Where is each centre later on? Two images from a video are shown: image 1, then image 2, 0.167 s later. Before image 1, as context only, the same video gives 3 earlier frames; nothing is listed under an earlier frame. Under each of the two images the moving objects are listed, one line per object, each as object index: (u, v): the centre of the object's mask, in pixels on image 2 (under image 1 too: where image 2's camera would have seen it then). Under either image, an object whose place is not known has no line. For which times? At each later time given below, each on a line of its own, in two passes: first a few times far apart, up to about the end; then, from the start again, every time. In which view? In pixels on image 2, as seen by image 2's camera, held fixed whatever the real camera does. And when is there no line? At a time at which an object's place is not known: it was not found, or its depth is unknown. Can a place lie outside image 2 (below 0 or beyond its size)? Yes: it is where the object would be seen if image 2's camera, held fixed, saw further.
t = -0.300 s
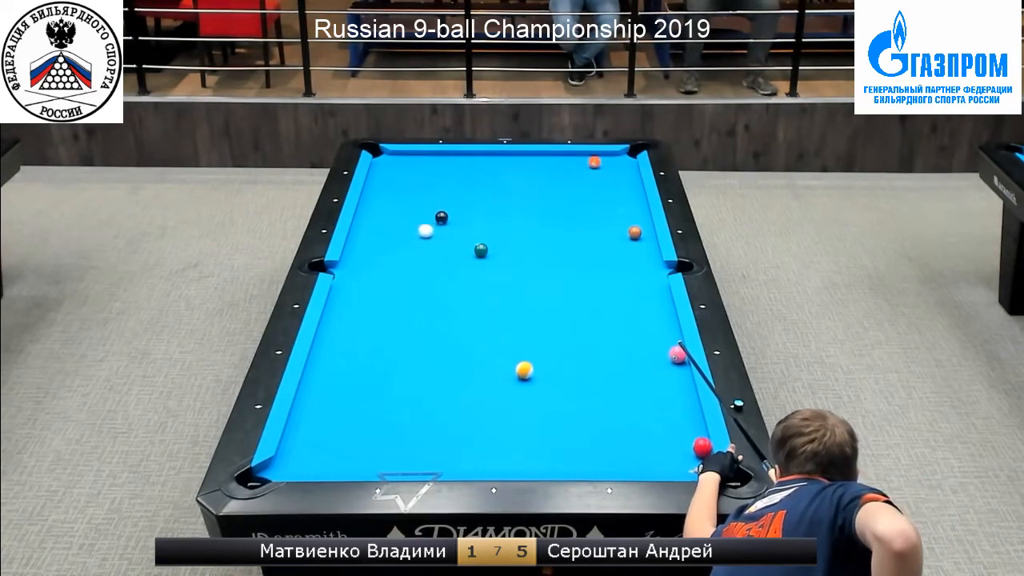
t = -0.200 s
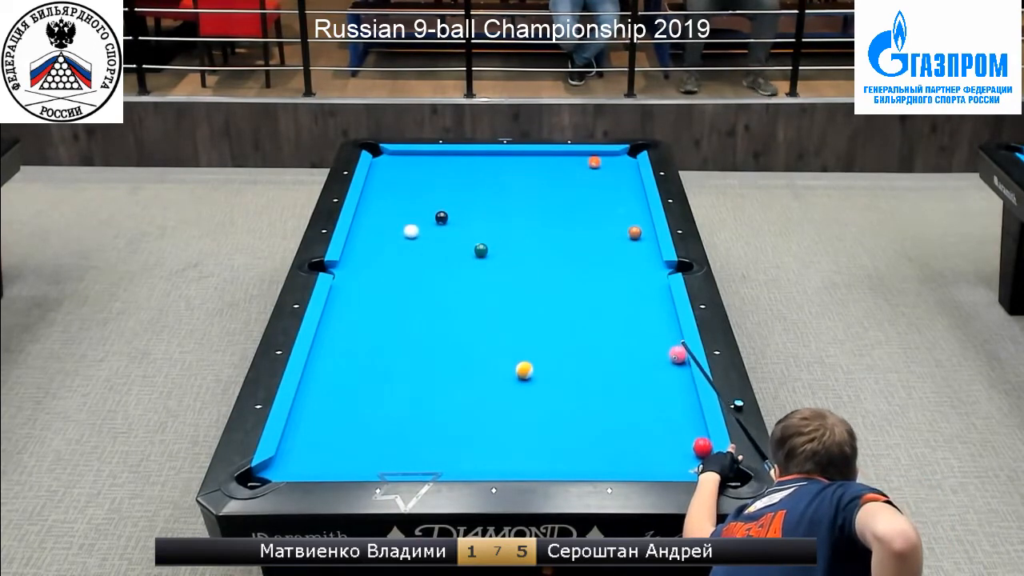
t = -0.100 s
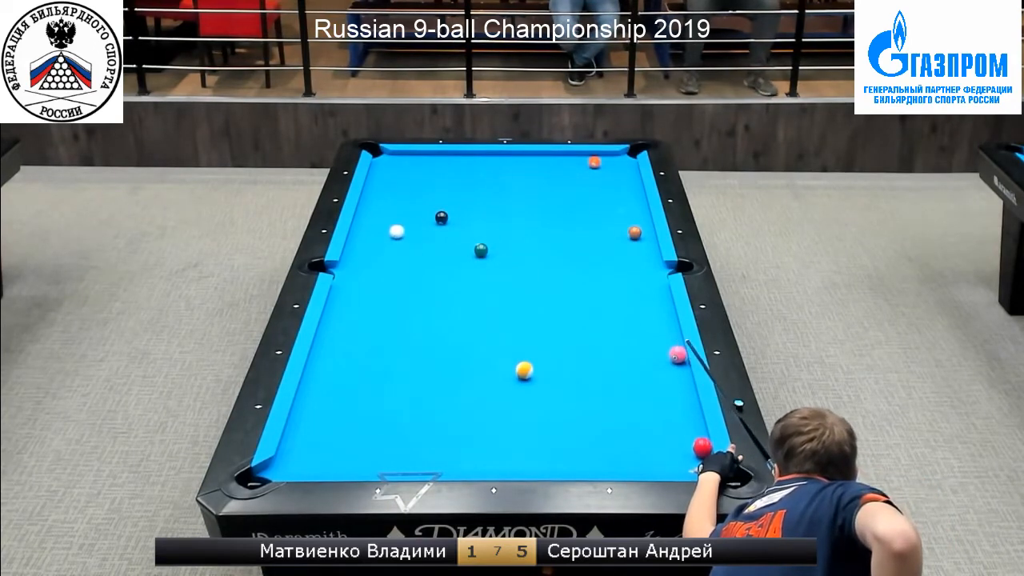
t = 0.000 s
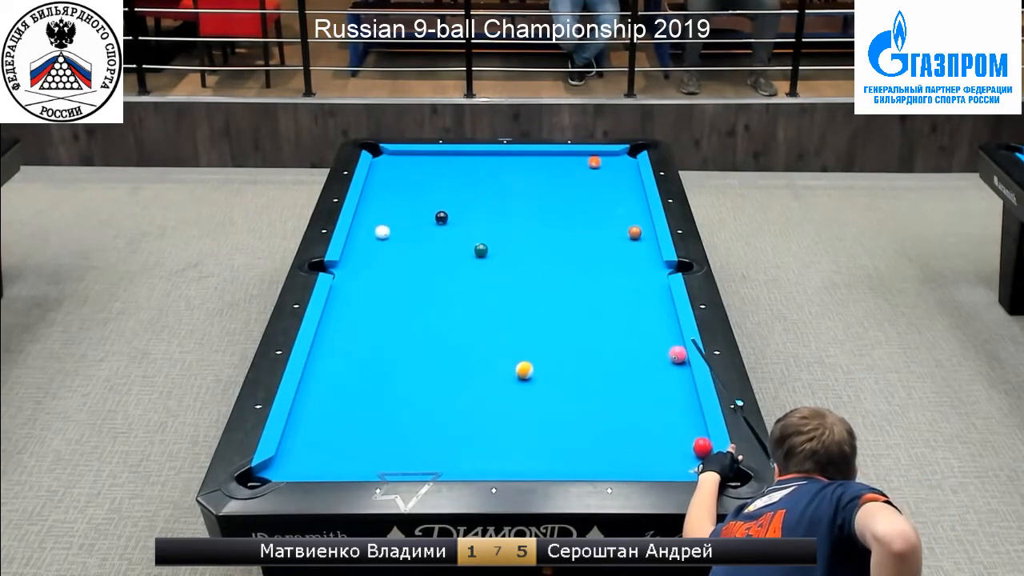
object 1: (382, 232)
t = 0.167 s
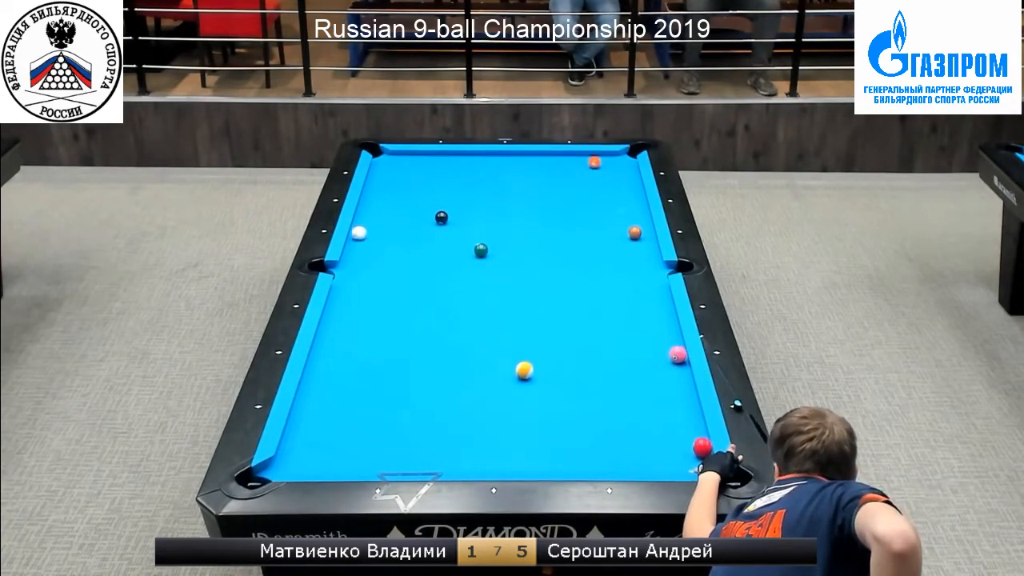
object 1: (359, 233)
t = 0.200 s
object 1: (354, 233)
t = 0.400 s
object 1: (371, 233)
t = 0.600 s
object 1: (386, 233)
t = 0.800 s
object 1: (400, 234)
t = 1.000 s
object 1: (413, 234)
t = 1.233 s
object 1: (428, 234)
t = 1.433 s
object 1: (440, 234)
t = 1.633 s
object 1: (451, 234)
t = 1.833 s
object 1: (461, 234)
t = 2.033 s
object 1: (470, 234)
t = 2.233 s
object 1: (478, 234)
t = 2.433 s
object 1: (486, 234)
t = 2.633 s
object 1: (493, 234)
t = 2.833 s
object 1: (499, 234)
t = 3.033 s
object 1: (504, 234)
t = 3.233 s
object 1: (509, 234)
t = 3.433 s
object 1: (513, 235)
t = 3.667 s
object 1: (516, 235)
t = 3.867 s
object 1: (518, 235)
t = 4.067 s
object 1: (520, 235)
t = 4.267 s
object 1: (520, 235)
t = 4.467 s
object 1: (520, 235)
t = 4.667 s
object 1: (520, 235)
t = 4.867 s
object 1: (520, 235)
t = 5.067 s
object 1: (520, 235)
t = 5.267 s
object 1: (520, 235)
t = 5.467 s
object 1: (520, 235)
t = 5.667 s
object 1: (520, 235)
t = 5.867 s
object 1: (520, 235)
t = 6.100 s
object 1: (520, 235)
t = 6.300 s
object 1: (520, 235)
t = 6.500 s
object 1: (520, 235)
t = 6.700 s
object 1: (520, 235)
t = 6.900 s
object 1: (520, 235)
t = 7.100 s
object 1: (520, 235)
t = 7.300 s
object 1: (520, 235)
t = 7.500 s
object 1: (520, 235)
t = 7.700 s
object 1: (520, 235)
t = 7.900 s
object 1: (520, 235)
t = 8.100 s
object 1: (520, 235)
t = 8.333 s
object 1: (520, 235)
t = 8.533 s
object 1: (520, 235)
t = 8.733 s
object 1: (520, 235)
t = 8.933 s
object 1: (520, 235)
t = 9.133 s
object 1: (520, 235)
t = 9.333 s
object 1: (520, 235)
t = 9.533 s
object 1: (520, 235)
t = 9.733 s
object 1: (520, 235)
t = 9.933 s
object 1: (520, 235)
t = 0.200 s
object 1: (354, 233)
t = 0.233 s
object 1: (357, 233)
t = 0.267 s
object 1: (360, 233)
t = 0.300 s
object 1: (363, 233)
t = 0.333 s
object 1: (365, 233)
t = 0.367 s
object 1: (368, 233)
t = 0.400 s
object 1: (371, 233)
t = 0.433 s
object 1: (373, 233)
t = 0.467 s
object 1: (376, 233)
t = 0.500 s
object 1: (378, 233)
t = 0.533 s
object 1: (381, 233)
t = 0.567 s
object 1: (383, 233)
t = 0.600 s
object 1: (386, 233)
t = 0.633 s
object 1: (388, 233)
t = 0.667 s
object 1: (390, 233)
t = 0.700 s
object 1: (393, 233)
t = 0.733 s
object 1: (395, 233)
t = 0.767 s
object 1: (398, 233)
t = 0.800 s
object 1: (400, 234)
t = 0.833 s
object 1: (402, 234)
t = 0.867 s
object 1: (404, 233)
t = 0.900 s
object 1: (407, 234)
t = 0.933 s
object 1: (409, 234)
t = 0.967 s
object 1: (411, 234)
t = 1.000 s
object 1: (413, 234)
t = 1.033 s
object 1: (416, 234)
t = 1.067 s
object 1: (417, 234)
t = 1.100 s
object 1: (420, 234)
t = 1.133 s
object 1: (422, 234)
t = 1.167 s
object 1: (424, 234)
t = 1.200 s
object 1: (426, 234)
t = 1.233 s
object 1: (428, 234)
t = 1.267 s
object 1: (430, 234)
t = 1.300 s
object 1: (432, 234)
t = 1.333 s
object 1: (434, 234)
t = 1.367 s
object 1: (436, 234)
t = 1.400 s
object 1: (438, 234)
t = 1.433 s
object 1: (440, 234)
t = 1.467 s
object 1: (442, 234)
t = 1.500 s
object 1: (444, 234)
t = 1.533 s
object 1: (445, 234)
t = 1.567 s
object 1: (447, 234)
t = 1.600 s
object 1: (449, 234)
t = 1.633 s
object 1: (451, 234)
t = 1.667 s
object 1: (452, 234)
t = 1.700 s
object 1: (454, 234)
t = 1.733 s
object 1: (456, 234)
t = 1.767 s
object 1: (457, 234)
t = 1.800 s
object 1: (459, 234)
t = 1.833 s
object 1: (461, 234)
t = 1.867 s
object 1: (462, 234)
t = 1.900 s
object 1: (464, 234)
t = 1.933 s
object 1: (465, 234)
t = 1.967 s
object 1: (467, 234)
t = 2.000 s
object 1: (468, 234)
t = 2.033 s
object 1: (470, 234)
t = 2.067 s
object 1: (471, 234)
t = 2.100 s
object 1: (473, 234)
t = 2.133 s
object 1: (474, 234)
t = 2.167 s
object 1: (476, 234)
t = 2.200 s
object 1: (477, 234)
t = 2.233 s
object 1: (478, 234)
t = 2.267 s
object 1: (480, 234)
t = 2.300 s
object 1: (481, 234)
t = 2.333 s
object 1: (482, 234)
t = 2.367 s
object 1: (484, 234)
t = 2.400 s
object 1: (485, 234)
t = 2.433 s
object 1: (486, 234)
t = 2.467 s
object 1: (487, 234)
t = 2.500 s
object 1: (489, 234)
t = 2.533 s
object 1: (490, 234)
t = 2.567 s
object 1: (491, 234)
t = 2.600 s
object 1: (492, 234)
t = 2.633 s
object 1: (493, 234)
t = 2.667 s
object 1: (494, 234)
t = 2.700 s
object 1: (495, 234)
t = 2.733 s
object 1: (496, 234)
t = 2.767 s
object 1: (497, 234)
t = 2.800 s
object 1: (498, 234)
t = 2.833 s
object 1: (499, 234)
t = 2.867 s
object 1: (500, 234)
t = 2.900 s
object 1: (501, 234)
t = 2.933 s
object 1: (502, 234)
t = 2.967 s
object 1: (503, 234)
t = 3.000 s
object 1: (504, 234)
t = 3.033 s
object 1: (504, 234)
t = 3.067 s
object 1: (505, 234)
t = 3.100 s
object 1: (506, 234)
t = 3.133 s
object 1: (507, 234)
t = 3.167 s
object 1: (507, 234)
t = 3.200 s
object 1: (508, 234)
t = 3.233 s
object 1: (509, 234)
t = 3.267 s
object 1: (510, 234)
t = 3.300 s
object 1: (510, 234)
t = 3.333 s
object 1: (511, 234)
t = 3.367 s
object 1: (512, 234)
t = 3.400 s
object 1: (512, 235)
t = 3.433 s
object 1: (513, 235)
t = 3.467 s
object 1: (514, 234)
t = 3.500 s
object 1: (514, 235)
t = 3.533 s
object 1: (514, 235)
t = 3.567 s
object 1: (515, 235)
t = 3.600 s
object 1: (515, 235)
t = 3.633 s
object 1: (516, 235)
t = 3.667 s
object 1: (516, 235)
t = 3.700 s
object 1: (517, 235)
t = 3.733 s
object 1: (517, 235)
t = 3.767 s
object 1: (517, 235)
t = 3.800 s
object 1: (518, 235)
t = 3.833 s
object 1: (518, 235)
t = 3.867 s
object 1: (518, 235)
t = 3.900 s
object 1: (518, 235)
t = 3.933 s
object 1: (519, 235)
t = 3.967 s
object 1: (519, 235)
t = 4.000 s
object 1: (519, 235)
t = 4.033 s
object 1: (519, 235)
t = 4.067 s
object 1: (520, 235)
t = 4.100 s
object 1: (520, 235)
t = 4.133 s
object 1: (520, 235)
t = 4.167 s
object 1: (520, 235)
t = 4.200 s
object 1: (520, 235)
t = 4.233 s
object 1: (520, 235)
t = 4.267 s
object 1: (520, 235)
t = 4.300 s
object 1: (520, 235)
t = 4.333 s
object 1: (520, 235)
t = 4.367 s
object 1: (520, 235)
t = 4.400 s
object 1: (520, 235)
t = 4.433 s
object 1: (520, 235)
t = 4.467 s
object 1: (520, 235)
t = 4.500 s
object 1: (520, 235)
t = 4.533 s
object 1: (520, 235)
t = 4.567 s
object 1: (520, 235)
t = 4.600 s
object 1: (520, 235)
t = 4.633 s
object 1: (520, 235)
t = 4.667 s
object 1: (520, 235)
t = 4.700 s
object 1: (520, 235)
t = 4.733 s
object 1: (520, 235)
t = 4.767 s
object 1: (520, 235)
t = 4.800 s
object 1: (520, 235)
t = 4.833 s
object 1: (520, 235)
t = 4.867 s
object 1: (520, 235)
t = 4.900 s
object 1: (520, 235)
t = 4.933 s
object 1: (520, 235)
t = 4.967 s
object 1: (520, 235)
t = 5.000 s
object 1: (520, 235)
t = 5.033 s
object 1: (520, 235)
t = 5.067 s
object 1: (520, 235)
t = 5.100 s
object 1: (520, 235)
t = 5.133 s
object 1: (520, 235)
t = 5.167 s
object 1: (520, 235)
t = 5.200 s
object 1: (520, 235)
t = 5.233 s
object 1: (520, 235)
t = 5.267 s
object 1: (520, 235)
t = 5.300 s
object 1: (520, 235)
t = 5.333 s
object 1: (520, 235)
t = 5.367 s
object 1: (520, 235)
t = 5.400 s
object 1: (520, 235)
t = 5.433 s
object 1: (520, 235)
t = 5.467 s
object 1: (520, 235)
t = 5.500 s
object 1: (520, 235)
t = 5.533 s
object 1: (520, 235)
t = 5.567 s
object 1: (520, 235)
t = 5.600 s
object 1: (520, 235)
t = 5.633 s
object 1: (520, 235)
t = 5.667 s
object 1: (520, 235)
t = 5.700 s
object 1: (520, 235)
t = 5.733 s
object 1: (520, 235)
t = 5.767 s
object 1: (520, 235)
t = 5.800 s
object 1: (520, 235)
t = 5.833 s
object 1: (520, 235)
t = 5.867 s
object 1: (520, 235)
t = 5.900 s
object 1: (520, 235)
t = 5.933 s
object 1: (520, 235)
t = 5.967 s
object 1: (520, 235)
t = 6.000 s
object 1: (520, 235)
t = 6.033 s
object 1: (520, 235)
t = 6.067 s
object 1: (520, 235)
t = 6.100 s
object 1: (520, 235)
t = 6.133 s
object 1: (520, 235)
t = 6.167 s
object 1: (520, 235)
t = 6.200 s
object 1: (520, 235)
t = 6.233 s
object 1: (520, 235)
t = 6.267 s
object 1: (520, 235)
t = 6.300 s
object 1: (520, 235)
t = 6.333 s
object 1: (520, 235)
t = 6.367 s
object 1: (520, 235)
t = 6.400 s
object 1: (520, 235)
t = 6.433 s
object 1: (520, 235)
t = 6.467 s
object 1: (520, 235)
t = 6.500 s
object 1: (520, 235)
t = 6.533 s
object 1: (520, 235)
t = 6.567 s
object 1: (520, 235)
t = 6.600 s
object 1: (520, 235)
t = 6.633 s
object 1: (520, 235)
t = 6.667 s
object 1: (520, 235)
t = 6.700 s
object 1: (520, 235)
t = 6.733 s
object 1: (520, 235)
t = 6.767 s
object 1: (520, 235)
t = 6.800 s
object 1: (520, 235)
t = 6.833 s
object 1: (520, 235)
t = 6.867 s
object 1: (520, 235)
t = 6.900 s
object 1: (520, 235)
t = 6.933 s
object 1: (520, 235)
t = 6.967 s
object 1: (520, 235)
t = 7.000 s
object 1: (520, 235)
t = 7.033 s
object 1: (520, 235)
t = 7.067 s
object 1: (520, 235)
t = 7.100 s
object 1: (520, 235)
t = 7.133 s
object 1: (520, 235)
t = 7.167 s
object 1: (520, 235)
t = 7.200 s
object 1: (520, 235)
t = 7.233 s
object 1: (520, 235)
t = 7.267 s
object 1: (520, 235)
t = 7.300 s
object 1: (520, 235)
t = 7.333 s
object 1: (520, 235)
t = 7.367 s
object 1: (520, 235)
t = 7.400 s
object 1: (520, 235)
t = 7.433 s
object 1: (520, 235)
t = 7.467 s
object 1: (520, 235)
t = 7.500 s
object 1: (520, 235)
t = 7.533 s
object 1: (520, 235)
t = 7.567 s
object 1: (520, 235)
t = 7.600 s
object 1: (520, 235)
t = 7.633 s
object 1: (520, 235)
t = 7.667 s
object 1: (520, 235)
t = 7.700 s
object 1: (520, 235)
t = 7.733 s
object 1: (520, 235)
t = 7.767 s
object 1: (520, 235)
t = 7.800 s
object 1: (520, 235)
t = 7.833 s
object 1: (520, 235)
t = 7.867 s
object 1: (520, 235)
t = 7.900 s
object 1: (520, 235)
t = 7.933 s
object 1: (520, 235)
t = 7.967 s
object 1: (520, 235)
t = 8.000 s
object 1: (520, 235)
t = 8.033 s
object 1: (520, 235)
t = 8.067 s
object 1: (520, 235)
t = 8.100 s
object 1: (520, 235)
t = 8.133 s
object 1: (520, 235)
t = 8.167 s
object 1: (520, 235)
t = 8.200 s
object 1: (520, 235)
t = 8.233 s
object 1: (520, 235)
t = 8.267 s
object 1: (520, 235)
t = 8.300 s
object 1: (520, 235)
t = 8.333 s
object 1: (520, 235)
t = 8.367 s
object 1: (520, 235)
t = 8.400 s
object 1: (520, 235)
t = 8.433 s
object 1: (520, 235)
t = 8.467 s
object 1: (520, 235)
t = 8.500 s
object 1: (520, 235)
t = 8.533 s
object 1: (520, 235)
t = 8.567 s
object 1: (520, 235)
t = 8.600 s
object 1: (520, 235)
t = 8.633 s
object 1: (520, 235)
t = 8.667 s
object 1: (520, 235)
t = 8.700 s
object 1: (520, 235)
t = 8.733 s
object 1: (520, 235)
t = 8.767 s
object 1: (520, 235)
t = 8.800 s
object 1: (520, 235)
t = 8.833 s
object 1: (520, 235)
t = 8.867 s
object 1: (520, 235)
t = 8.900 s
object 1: (520, 235)
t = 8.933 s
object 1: (520, 235)
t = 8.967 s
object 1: (520, 235)
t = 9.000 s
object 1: (520, 235)
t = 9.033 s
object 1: (520, 235)
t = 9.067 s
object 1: (520, 235)
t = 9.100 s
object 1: (520, 235)
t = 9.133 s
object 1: (520, 235)
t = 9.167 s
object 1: (520, 235)
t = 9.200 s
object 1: (520, 235)
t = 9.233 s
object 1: (520, 235)
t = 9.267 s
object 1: (520, 235)
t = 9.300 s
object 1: (520, 235)
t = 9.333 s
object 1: (520, 235)
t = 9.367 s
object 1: (520, 235)
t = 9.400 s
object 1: (520, 235)
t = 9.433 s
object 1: (520, 235)
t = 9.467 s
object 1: (520, 235)
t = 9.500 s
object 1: (520, 235)
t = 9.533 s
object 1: (520, 235)
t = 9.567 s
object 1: (520, 235)
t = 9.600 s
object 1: (520, 235)
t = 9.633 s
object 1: (520, 235)
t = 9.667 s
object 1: (520, 235)
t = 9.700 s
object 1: (520, 235)
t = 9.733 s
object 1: (520, 235)
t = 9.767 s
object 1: (520, 235)
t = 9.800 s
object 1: (520, 235)
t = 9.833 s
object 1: (520, 235)
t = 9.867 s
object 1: (520, 235)
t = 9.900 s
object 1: (520, 235)
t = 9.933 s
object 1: (520, 235)
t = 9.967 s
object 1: (520, 235)
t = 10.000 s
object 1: (520, 235)
